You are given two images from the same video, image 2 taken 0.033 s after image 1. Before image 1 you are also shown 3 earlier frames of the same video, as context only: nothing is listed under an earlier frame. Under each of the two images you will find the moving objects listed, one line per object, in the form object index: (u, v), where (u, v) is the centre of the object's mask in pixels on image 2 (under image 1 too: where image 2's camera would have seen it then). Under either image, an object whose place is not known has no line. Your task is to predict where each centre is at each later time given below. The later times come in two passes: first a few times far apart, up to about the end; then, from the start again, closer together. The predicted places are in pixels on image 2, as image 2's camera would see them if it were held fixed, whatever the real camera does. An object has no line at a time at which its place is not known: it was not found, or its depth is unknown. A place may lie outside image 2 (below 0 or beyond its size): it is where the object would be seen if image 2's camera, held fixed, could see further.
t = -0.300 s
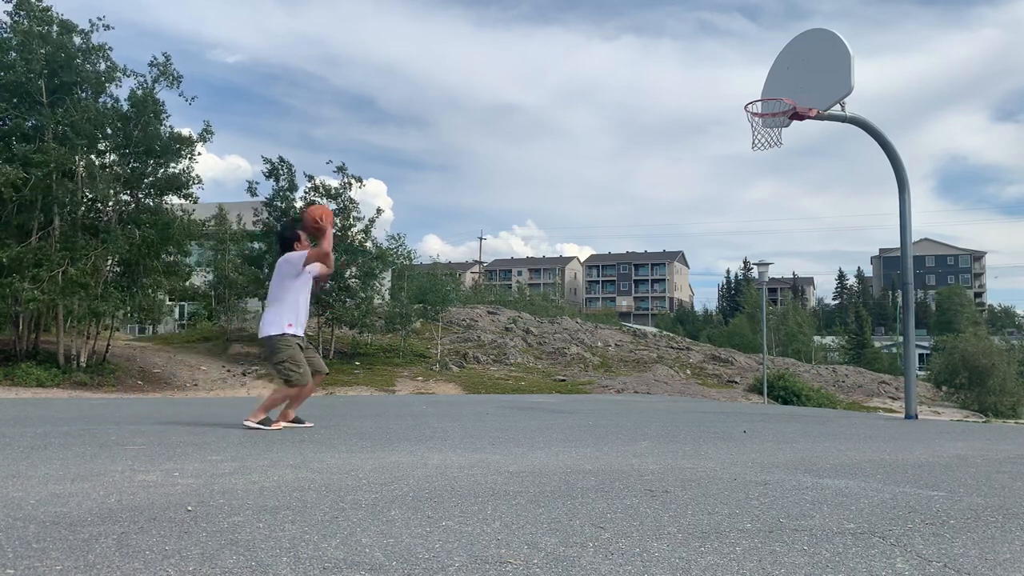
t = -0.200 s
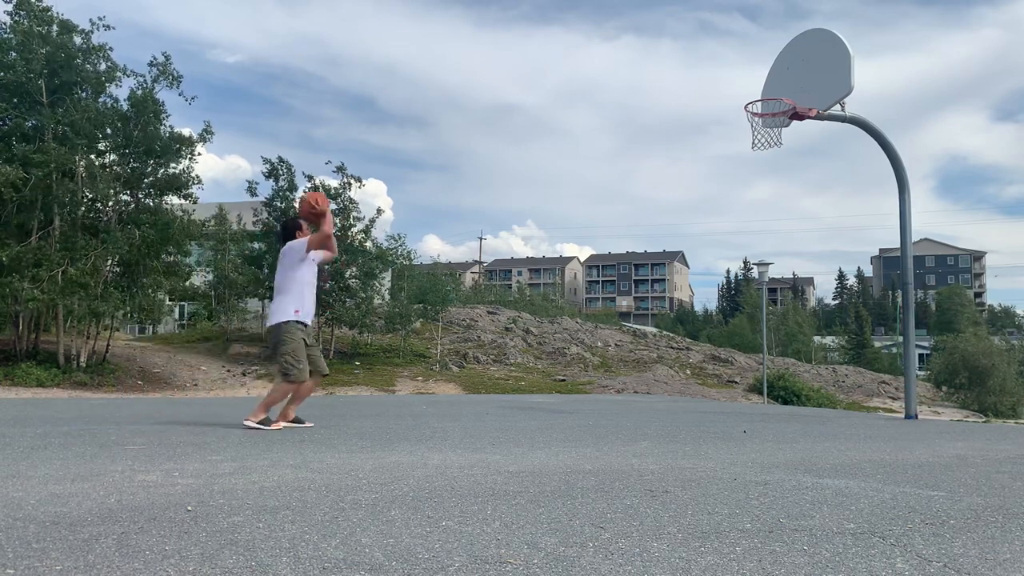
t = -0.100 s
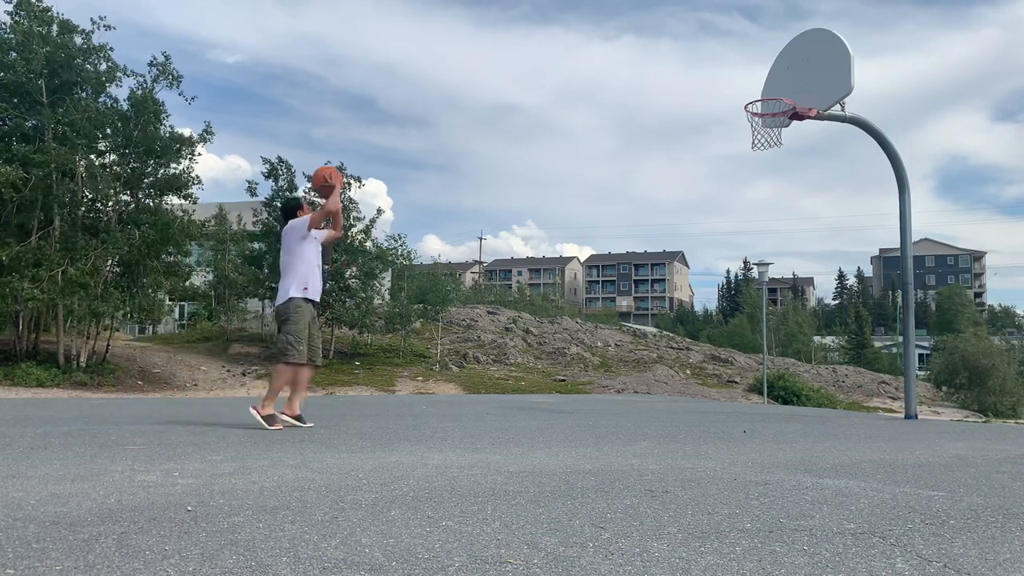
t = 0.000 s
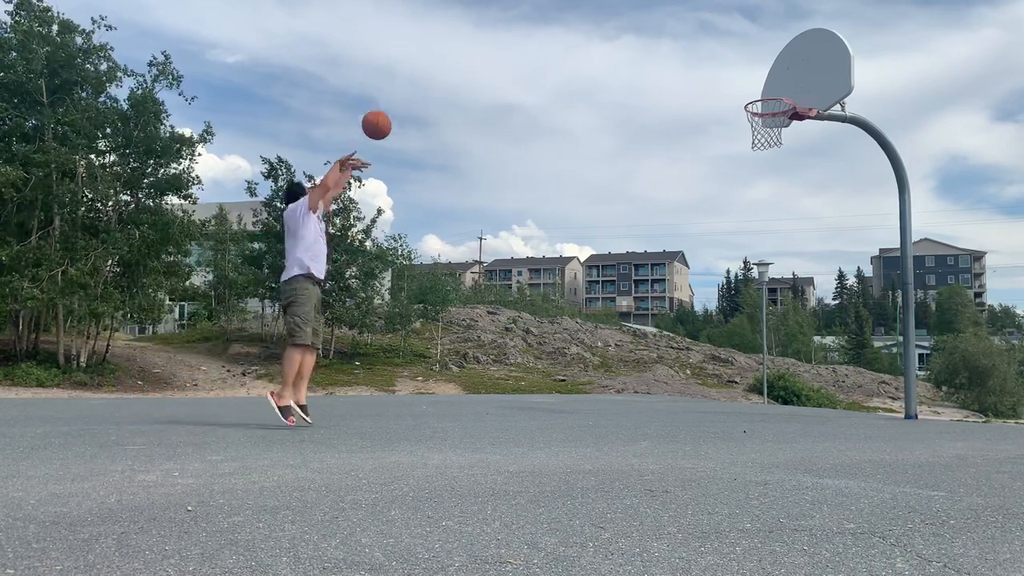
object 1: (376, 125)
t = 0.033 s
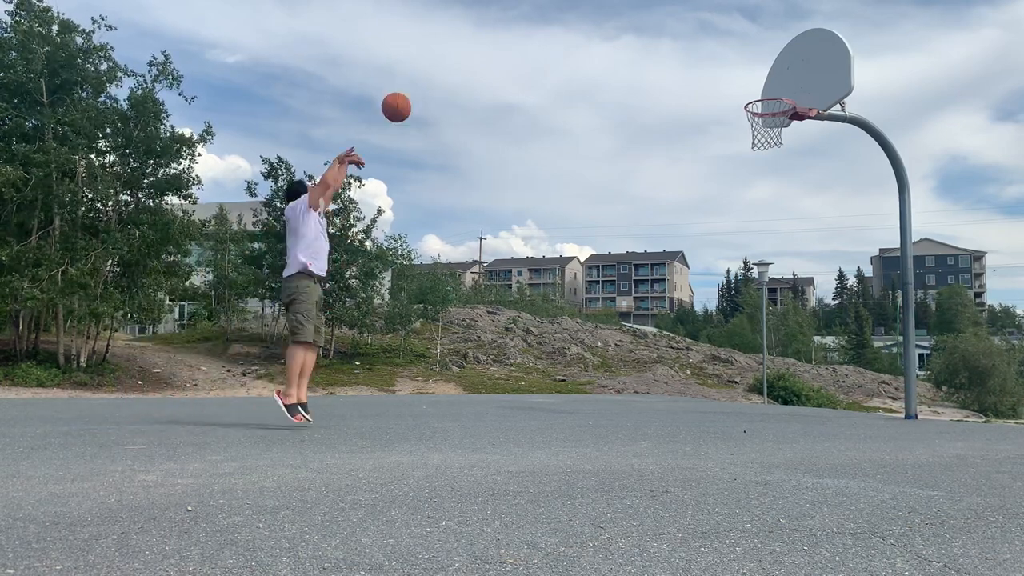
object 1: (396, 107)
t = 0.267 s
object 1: (520, 30)
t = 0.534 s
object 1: (637, 25)
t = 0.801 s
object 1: (733, 91)
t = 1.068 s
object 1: (636, 127)
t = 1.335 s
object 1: (512, 225)
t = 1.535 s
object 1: (412, 352)
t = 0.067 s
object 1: (415, 91)
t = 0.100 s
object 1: (434, 77)
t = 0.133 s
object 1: (452, 65)
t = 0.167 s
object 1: (469, 54)
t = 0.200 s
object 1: (487, 44)
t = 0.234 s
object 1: (503, 36)
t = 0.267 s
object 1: (520, 30)
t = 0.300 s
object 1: (536, 25)
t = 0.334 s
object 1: (551, 21)
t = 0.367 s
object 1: (567, 18)
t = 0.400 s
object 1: (581, 17)
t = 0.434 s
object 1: (596, 17)
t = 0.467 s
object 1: (610, 18)
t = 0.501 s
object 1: (623, 21)
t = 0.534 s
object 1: (637, 25)
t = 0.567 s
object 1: (650, 29)
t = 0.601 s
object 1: (662, 35)
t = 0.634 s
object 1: (675, 42)
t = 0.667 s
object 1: (687, 50)
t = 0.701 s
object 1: (699, 58)
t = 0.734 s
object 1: (711, 68)
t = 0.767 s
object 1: (722, 79)
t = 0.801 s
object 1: (733, 91)
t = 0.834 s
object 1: (740, 101)
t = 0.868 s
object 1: (726, 102)
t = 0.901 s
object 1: (711, 103)
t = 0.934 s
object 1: (696, 106)
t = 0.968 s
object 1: (682, 109)
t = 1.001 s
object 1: (666, 114)
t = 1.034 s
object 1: (652, 120)
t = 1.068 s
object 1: (636, 127)
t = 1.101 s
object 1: (621, 135)
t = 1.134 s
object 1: (606, 145)
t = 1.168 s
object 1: (590, 156)
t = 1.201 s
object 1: (575, 167)
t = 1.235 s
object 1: (559, 180)
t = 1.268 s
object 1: (543, 194)
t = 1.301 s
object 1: (528, 209)
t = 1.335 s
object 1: (512, 225)
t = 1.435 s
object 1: (462, 283)
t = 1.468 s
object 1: (446, 304)
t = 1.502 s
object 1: (429, 327)
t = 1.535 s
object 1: (412, 352)
